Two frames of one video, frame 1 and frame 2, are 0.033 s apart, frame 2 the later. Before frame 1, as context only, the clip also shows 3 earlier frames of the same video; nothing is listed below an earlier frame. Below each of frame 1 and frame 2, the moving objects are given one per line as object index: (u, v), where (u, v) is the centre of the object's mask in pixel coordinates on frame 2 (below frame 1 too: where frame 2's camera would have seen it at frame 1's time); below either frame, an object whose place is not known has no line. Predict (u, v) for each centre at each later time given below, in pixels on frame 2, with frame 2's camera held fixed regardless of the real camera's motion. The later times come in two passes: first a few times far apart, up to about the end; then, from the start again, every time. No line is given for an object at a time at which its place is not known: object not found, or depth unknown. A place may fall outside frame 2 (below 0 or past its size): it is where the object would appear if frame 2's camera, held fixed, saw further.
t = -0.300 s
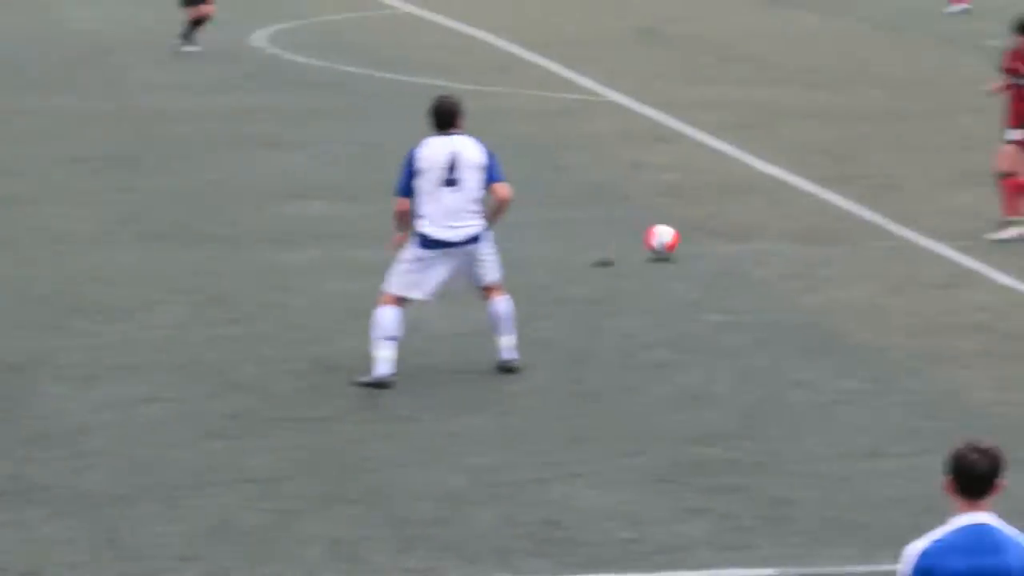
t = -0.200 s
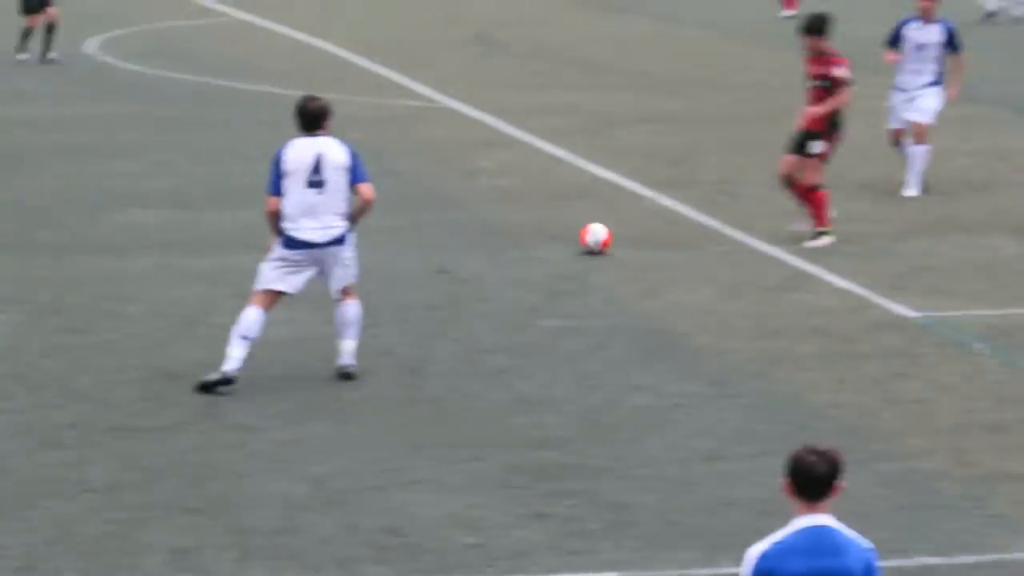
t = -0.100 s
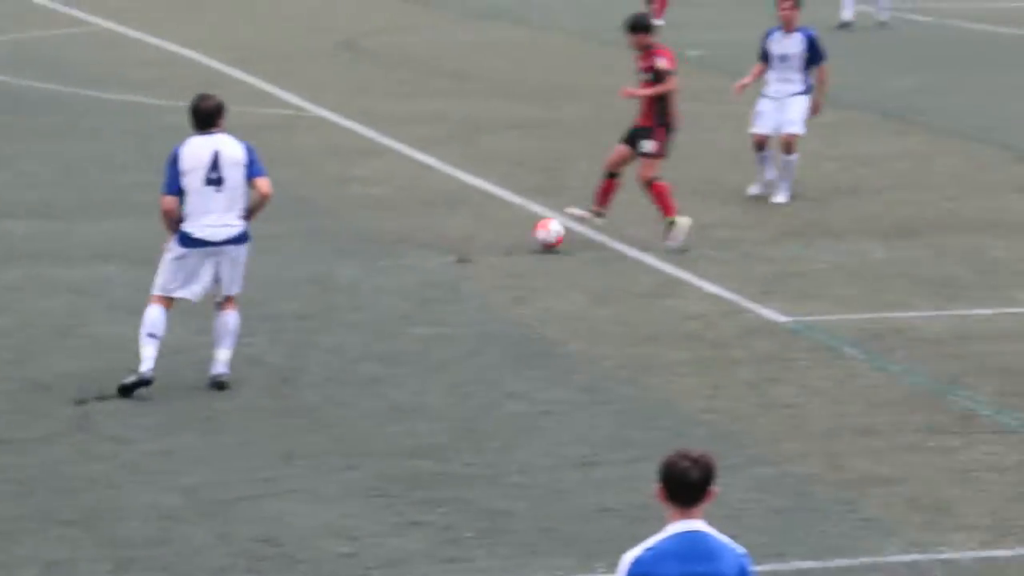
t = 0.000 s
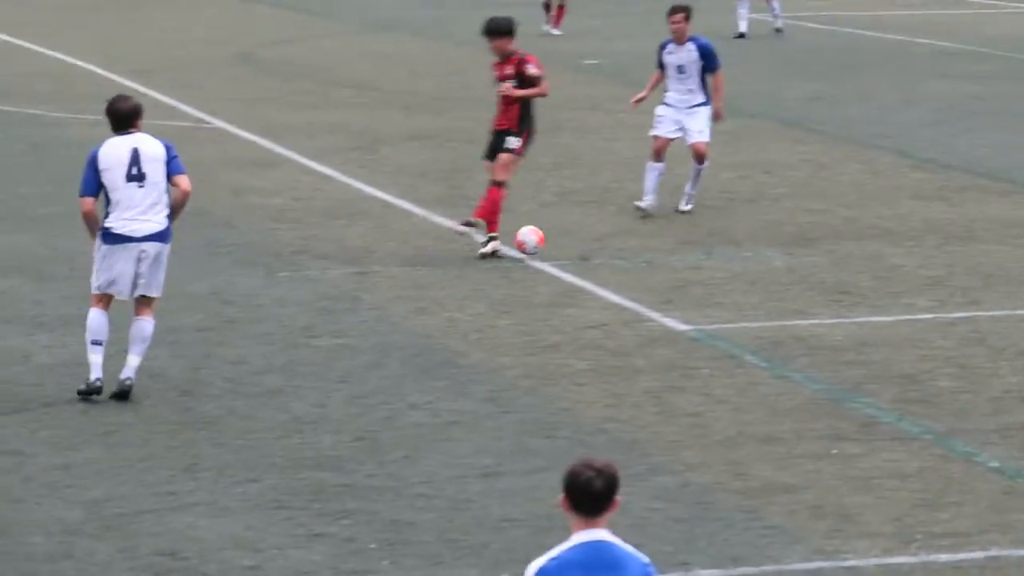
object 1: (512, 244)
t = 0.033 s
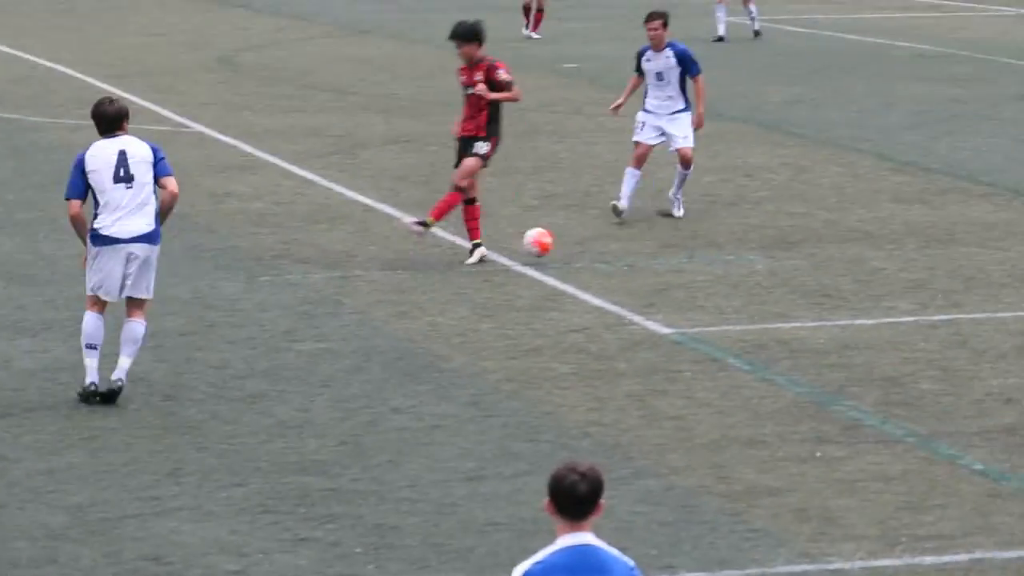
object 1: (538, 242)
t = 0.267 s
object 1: (722, 261)
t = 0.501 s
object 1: (885, 265)
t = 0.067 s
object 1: (564, 242)
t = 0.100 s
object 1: (590, 243)
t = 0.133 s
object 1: (617, 246)
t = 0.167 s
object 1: (644, 251)
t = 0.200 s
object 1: (671, 259)
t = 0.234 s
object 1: (697, 262)
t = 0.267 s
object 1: (722, 261)
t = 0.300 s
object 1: (746, 262)
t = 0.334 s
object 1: (771, 264)
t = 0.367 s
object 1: (794, 266)
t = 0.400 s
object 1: (817, 264)
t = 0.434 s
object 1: (840, 262)
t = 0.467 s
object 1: (862, 263)
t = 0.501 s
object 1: (885, 265)
